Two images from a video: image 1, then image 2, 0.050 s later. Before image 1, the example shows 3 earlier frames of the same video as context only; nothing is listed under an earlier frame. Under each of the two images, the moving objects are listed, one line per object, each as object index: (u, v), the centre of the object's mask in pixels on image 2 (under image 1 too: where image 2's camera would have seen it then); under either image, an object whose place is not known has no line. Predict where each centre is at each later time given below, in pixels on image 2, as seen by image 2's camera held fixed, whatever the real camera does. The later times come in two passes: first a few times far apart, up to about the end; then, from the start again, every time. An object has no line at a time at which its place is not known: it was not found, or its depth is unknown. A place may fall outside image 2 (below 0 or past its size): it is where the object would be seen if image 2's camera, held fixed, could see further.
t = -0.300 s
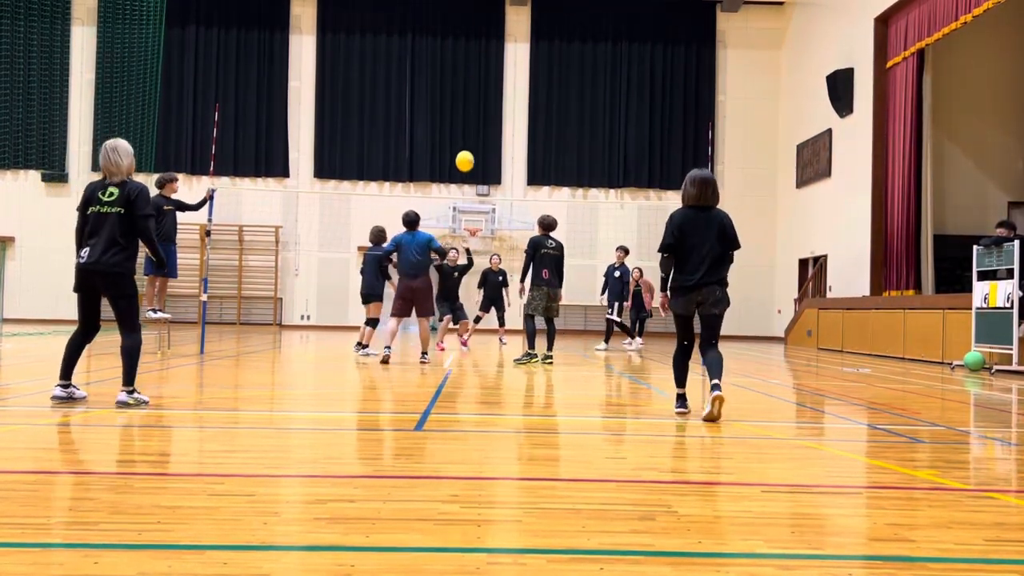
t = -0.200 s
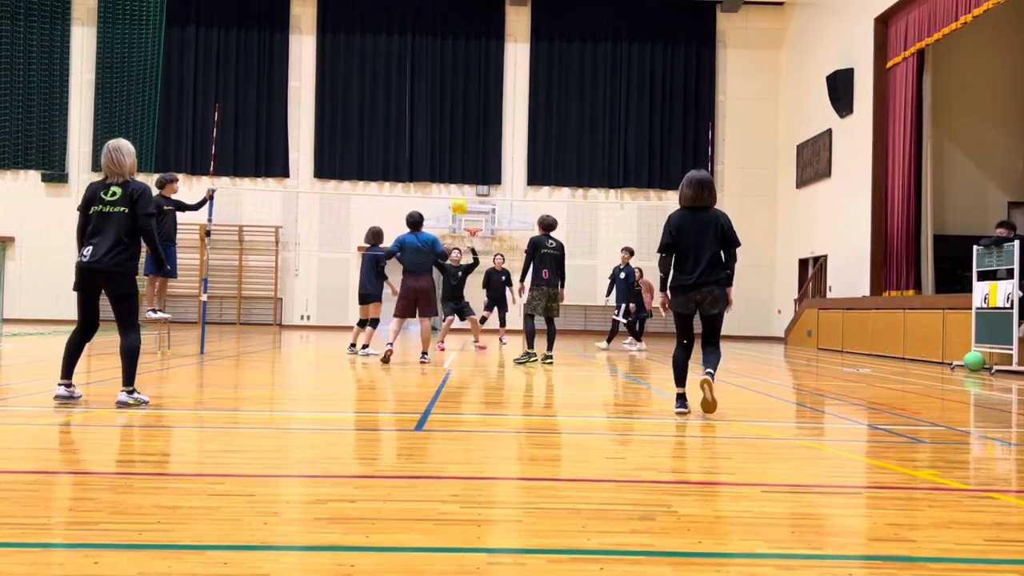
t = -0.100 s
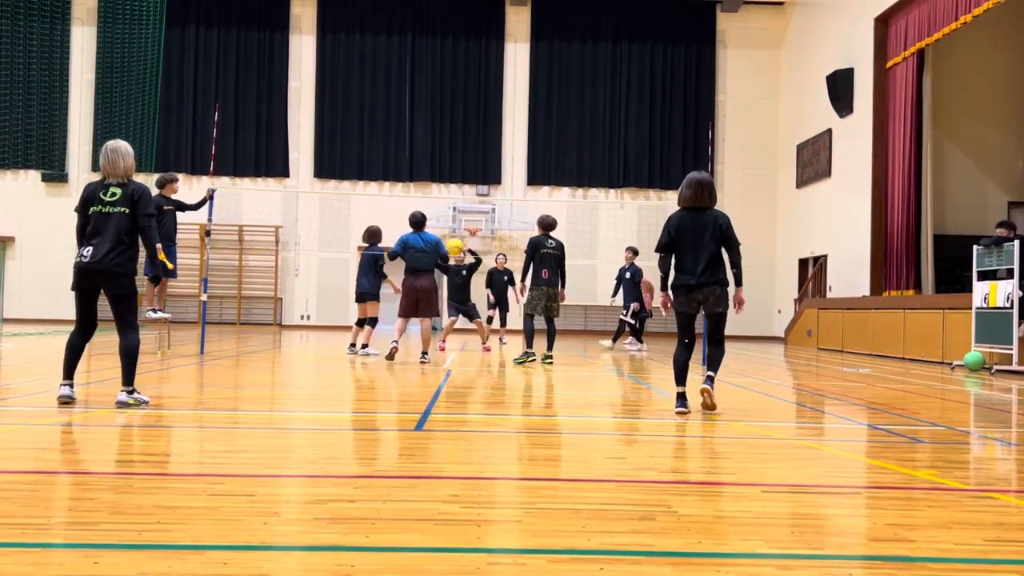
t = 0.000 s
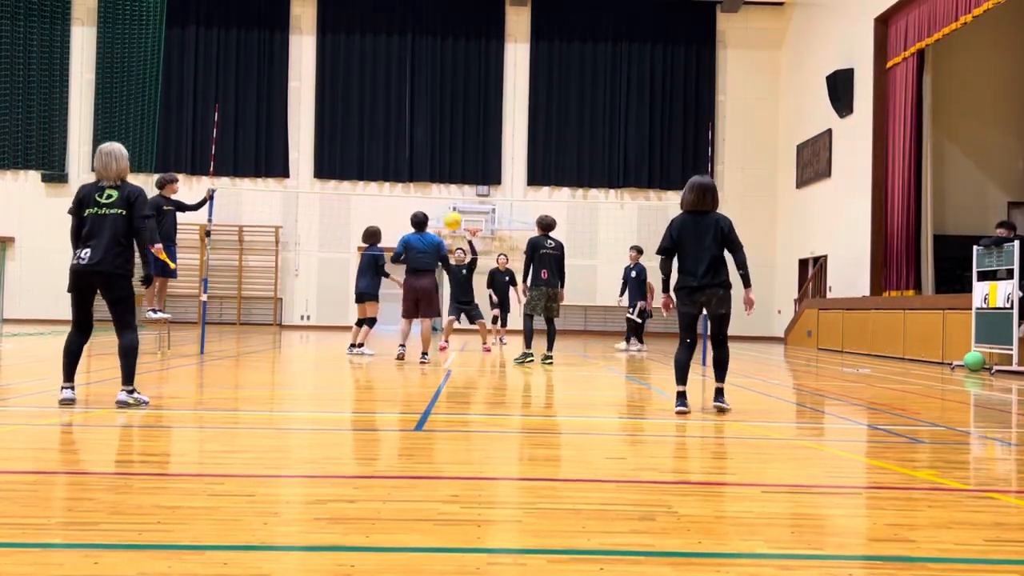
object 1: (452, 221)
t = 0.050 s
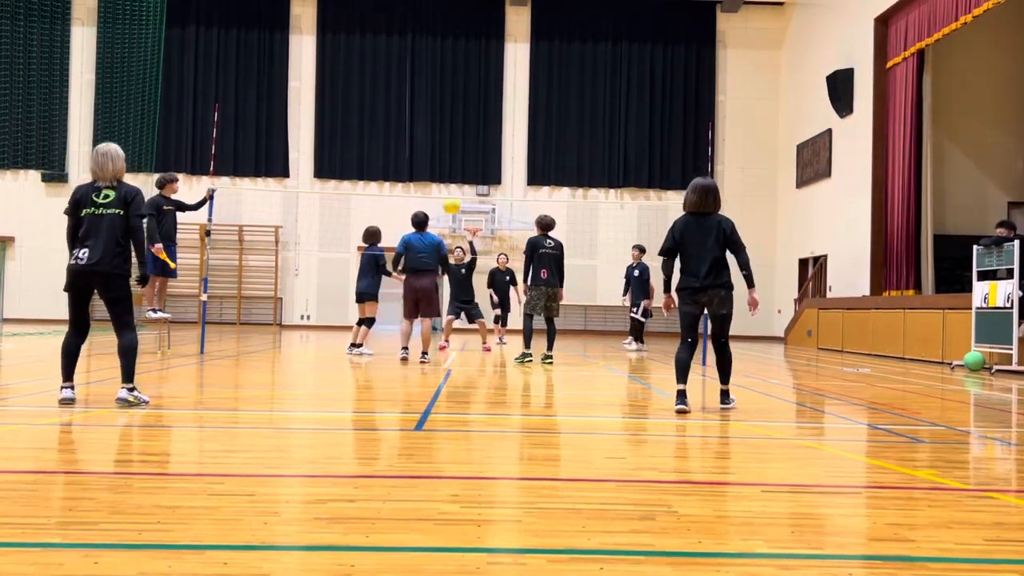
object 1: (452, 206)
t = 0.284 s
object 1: (444, 155)
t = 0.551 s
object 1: (435, 142)
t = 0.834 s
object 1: (424, 181)
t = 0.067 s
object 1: (451, 201)
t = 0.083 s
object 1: (452, 196)
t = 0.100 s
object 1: (450, 190)
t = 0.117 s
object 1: (449, 187)
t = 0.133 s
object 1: (448, 183)
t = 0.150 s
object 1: (448, 179)
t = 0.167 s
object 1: (447, 176)
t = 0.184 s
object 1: (447, 173)
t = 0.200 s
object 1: (446, 169)
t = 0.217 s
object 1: (446, 166)
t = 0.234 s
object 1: (445, 163)
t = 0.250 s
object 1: (445, 160)
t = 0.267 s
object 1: (444, 158)
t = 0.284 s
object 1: (444, 155)
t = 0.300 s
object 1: (443, 153)
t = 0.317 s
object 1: (443, 151)
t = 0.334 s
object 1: (442, 149)
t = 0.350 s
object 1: (442, 147)
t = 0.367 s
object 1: (441, 146)
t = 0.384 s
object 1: (441, 145)
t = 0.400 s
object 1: (440, 144)
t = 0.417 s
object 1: (439, 143)
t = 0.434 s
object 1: (439, 142)
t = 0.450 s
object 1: (438, 141)
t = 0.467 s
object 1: (438, 141)
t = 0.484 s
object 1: (437, 141)
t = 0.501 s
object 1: (437, 141)
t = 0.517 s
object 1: (436, 141)
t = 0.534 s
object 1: (435, 141)
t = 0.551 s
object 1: (435, 142)
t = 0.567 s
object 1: (434, 143)
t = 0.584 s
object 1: (434, 144)
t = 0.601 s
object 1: (433, 145)
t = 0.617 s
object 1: (432, 146)
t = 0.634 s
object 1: (432, 148)
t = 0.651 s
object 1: (431, 150)
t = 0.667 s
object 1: (430, 152)
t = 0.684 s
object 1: (430, 153)
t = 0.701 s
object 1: (429, 156)
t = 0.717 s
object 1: (429, 158)
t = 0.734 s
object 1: (428, 161)
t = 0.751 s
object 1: (427, 164)
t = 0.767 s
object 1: (427, 167)
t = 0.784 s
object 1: (426, 170)
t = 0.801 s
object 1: (425, 174)
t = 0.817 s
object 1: (425, 177)
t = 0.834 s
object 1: (424, 181)
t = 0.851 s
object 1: (423, 185)
